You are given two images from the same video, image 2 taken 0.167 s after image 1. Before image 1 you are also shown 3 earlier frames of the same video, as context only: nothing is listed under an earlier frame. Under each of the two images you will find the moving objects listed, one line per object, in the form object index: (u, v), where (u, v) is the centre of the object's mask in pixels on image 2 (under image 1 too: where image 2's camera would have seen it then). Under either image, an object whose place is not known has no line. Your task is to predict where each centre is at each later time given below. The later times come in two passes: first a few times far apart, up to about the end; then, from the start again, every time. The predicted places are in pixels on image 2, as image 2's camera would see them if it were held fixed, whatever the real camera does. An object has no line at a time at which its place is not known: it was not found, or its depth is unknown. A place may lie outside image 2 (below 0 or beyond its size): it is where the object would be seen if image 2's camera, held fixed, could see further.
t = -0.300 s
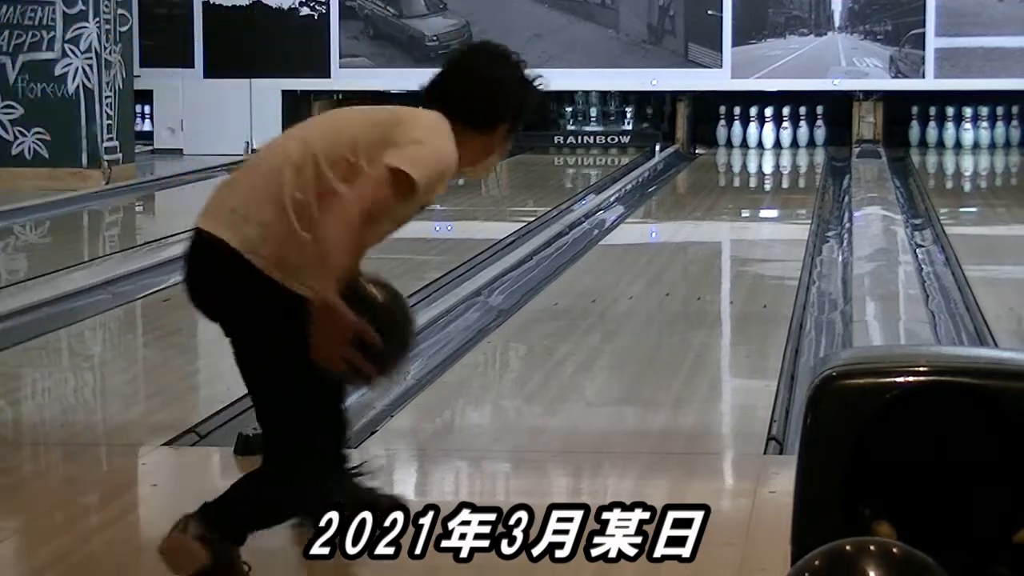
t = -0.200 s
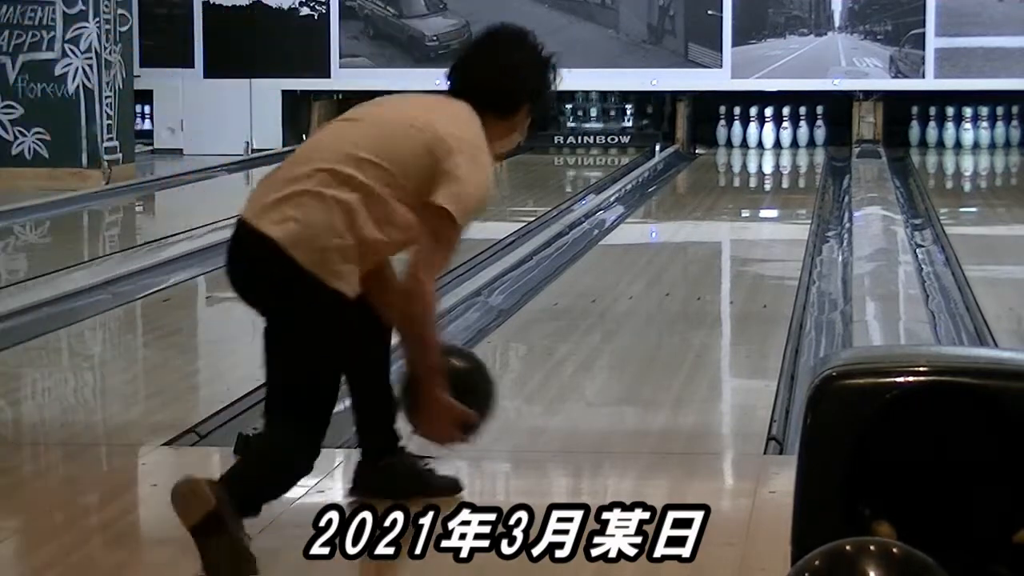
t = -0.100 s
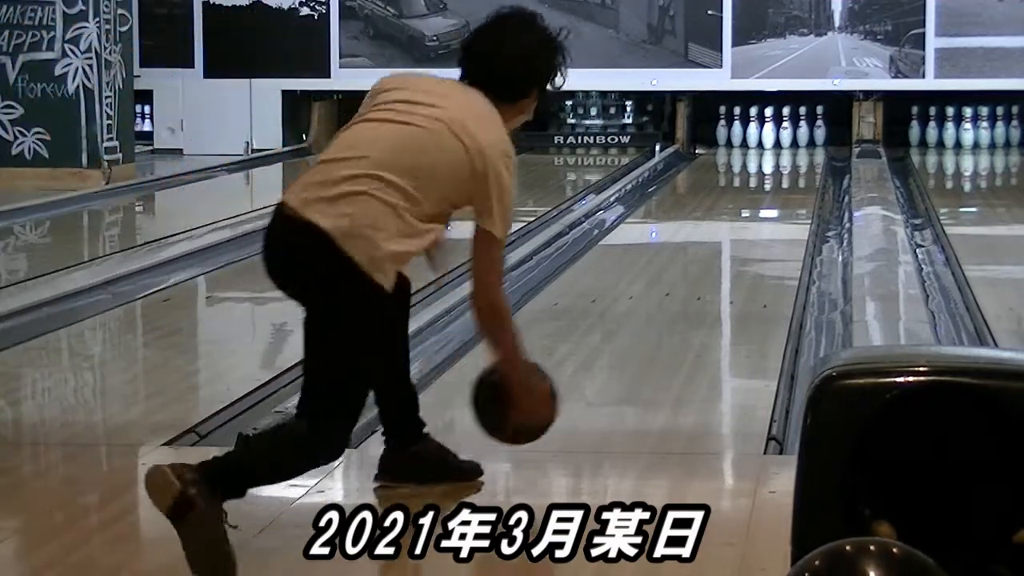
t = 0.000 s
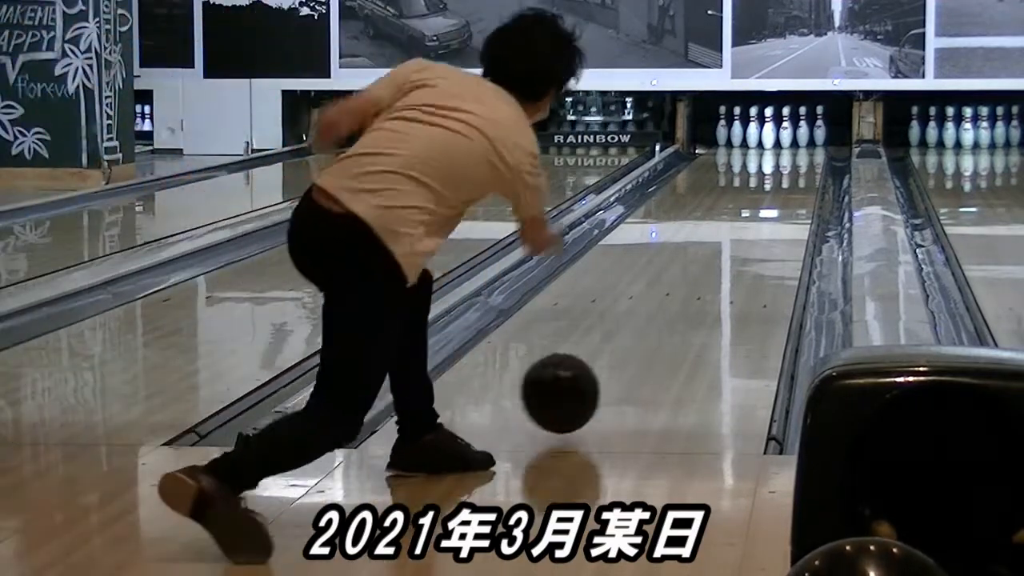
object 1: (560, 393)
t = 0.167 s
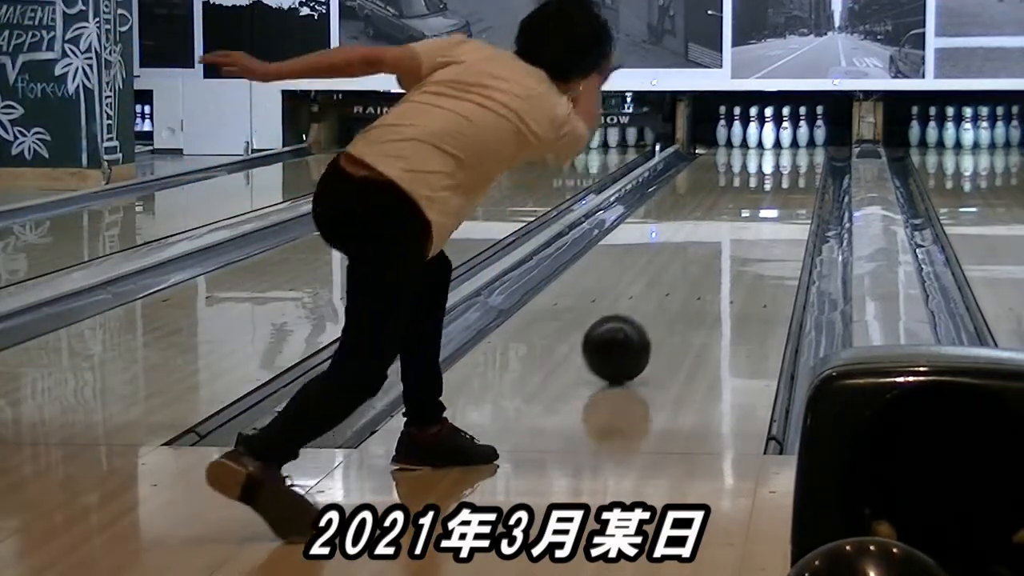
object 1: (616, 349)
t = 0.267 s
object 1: (642, 325)
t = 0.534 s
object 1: (694, 277)
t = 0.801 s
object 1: (729, 243)
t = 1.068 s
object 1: (754, 216)
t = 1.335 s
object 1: (773, 196)
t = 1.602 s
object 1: (785, 180)
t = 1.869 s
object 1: (792, 167)
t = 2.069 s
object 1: (795, 159)
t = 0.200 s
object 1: (626, 340)
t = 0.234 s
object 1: (634, 332)
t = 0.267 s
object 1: (642, 325)
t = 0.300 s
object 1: (650, 317)
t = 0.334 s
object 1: (657, 310)
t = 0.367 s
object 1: (664, 304)
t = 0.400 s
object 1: (670, 298)
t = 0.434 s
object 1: (677, 293)
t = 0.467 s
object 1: (683, 287)
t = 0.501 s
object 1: (688, 282)
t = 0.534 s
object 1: (694, 277)
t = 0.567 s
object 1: (699, 273)
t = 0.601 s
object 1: (704, 268)
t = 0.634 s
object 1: (709, 263)
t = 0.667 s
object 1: (713, 259)
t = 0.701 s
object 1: (717, 255)
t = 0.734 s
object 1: (722, 250)
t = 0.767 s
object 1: (725, 247)
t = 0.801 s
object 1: (729, 243)
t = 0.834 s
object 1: (733, 239)
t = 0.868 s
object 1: (736, 235)
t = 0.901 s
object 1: (739, 232)
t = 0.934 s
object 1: (743, 228)
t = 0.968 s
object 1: (746, 225)
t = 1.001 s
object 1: (748, 222)
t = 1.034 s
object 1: (751, 219)
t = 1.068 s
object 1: (754, 216)
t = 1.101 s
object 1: (757, 214)
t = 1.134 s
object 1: (759, 211)
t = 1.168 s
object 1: (762, 208)
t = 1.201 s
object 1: (764, 206)
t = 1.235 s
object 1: (767, 203)
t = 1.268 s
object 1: (769, 201)
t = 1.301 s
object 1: (771, 198)
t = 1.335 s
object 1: (773, 196)
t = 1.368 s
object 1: (775, 194)
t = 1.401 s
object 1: (776, 192)
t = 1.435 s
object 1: (778, 190)
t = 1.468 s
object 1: (780, 188)
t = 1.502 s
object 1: (781, 186)
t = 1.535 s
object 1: (783, 184)
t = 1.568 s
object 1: (785, 182)
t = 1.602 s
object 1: (785, 180)
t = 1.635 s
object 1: (787, 178)
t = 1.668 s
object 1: (788, 177)
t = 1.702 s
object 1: (789, 175)
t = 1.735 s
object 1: (790, 173)
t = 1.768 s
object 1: (791, 171)
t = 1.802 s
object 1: (791, 170)
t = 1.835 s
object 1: (792, 168)
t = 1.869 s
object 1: (792, 167)
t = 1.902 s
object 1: (793, 166)
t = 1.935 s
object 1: (794, 164)
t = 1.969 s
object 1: (794, 163)
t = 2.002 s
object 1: (794, 162)
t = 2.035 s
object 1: (794, 160)
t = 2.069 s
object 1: (795, 159)
